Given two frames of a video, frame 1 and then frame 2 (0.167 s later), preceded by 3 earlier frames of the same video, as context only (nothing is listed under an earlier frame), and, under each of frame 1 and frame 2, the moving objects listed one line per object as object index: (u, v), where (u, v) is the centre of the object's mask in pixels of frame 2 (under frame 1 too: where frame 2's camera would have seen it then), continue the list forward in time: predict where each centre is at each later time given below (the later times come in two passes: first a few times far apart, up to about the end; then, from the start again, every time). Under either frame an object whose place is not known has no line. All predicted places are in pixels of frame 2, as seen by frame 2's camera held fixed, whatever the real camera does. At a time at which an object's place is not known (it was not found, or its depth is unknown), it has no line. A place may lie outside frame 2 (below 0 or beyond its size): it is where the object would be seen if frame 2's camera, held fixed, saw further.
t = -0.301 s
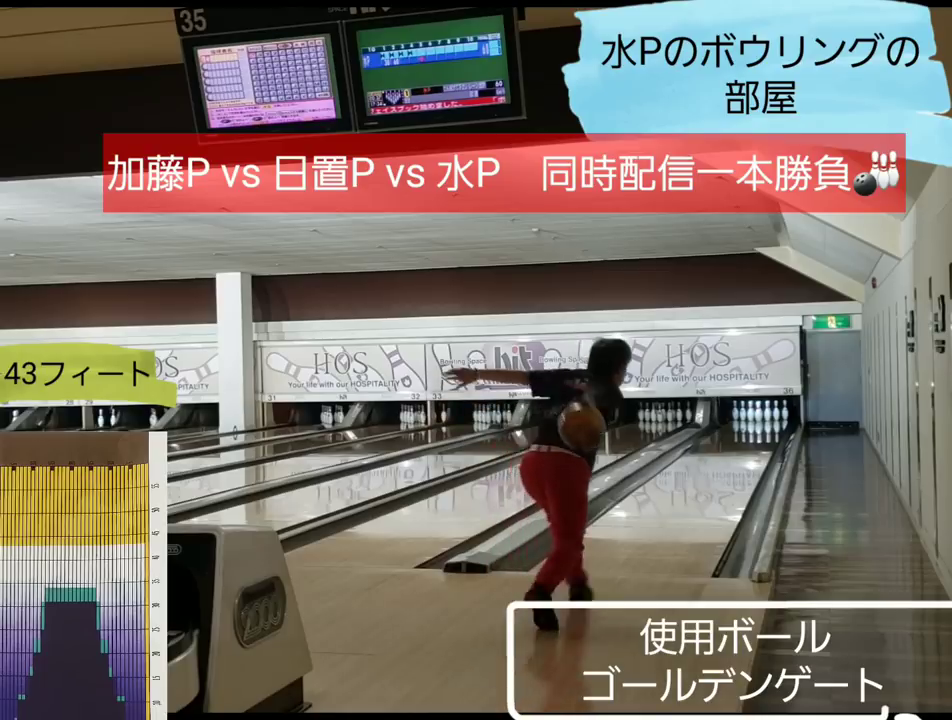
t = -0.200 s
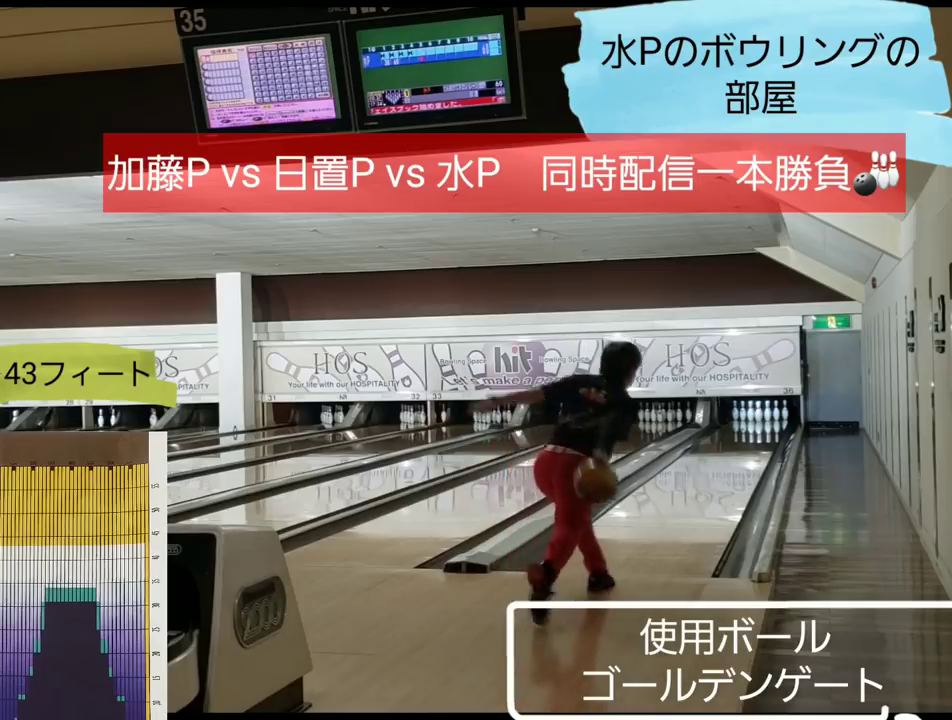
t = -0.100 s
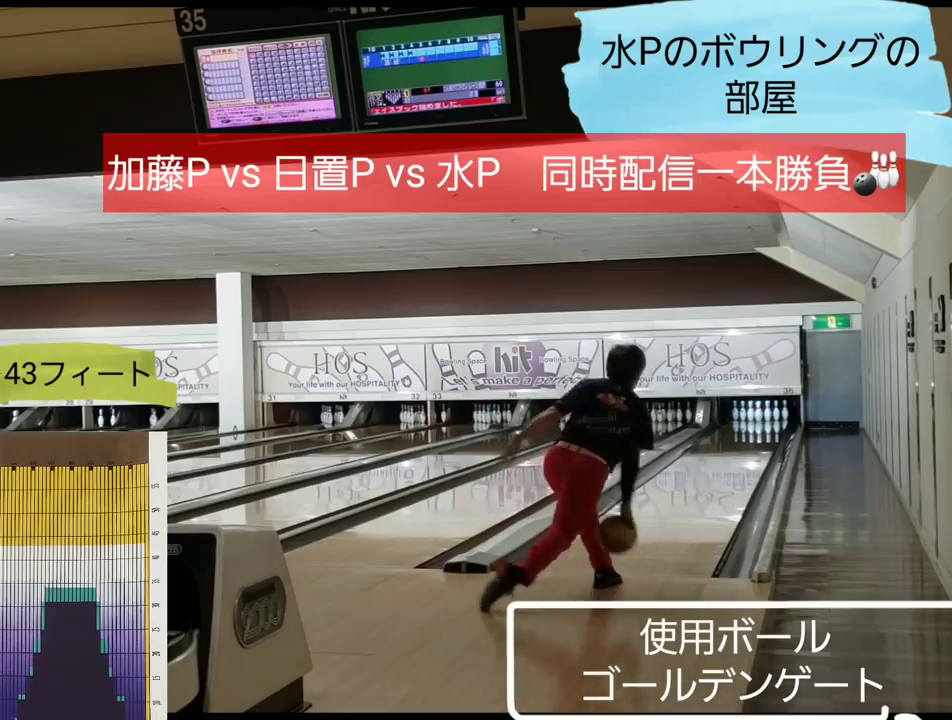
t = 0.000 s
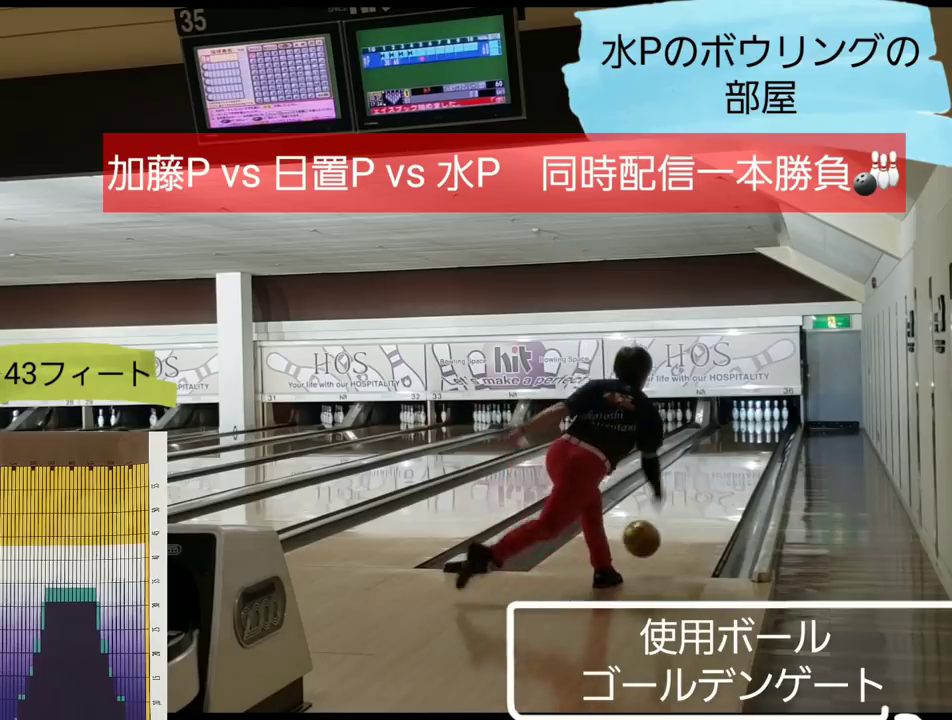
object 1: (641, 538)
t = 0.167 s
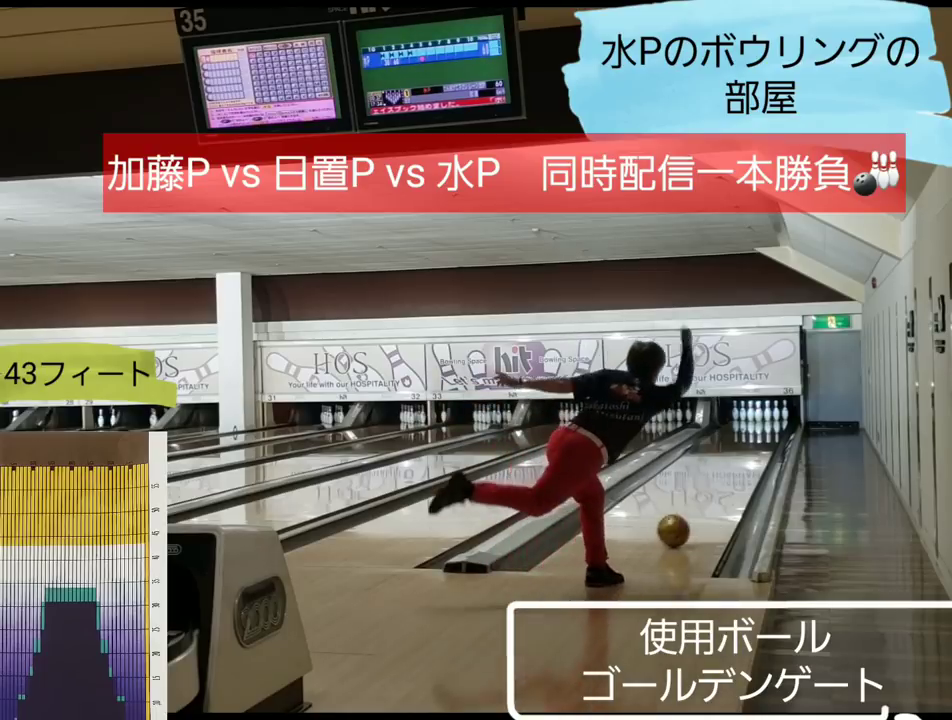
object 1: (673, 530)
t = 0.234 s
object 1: (683, 521)
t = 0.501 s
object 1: (715, 492)
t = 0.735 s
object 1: (734, 474)
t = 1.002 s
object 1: (750, 460)
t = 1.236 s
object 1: (760, 449)
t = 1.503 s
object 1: (768, 438)
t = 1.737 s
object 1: (770, 434)
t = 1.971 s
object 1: (772, 429)
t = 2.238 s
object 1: (769, 423)
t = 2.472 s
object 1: (766, 420)
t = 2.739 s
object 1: (765, 416)
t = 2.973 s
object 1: (771, 414)
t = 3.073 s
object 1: (775, 413)
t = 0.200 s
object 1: (678, 526)
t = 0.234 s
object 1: (683, 521)
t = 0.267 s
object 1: (688, 517)
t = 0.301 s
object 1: (692, 513)
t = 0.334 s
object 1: (697, 509)
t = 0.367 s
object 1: (701, 505)
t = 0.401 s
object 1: (705, 502)
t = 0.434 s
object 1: (708, 498)
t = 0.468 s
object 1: (712, 495)
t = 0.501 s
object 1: (715, 492)
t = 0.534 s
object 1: (718, 489)
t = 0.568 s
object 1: (721, 486)
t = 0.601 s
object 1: (724, 484)
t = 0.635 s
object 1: (727, 481)
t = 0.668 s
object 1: (729, 479)
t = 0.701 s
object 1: (732, 476)
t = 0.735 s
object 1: (734, 474)
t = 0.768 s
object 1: (737, 472)
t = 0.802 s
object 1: (739, 471)
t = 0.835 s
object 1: (741, 468)
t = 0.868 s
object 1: (743, 466)
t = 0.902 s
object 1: (745, 464)
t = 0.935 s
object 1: (747, 463)
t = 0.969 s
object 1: (748, 461)
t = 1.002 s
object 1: (750, 460)
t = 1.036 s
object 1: (752, 458)
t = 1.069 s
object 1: (753, 456)
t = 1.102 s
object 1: (755, 455)
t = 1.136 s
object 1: (756, 454)
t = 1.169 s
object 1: (758, 451)
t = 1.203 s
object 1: (759, 450)
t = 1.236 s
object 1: (760, 449)
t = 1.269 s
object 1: (761, 447)
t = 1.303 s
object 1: (762, 446)
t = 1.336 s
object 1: (763, 445)
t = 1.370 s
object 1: (765, 443)
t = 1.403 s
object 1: (765, 442)
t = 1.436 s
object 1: (766, 441)
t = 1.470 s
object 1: (766, 440)
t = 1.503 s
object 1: (768, 438)
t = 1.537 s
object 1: (768, 439)
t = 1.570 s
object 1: (769, 438)
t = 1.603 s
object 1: (769, 437)
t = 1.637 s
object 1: (769, 436)
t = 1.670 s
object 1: (769, 435)
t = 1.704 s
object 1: (770, 434)
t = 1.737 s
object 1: (770, 434)
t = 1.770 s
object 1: (771, 433)
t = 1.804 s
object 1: (771, 432)
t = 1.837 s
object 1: (771, 432)
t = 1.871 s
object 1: (772, 431)
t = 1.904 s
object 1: (772, 430)
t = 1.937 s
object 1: (773, 430)
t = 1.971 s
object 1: (772, 429)
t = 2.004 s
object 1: (772, 428)
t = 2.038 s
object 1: (772, 428)
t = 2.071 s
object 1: (772, 427)
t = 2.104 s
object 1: (771, 426)
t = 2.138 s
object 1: (771, 425)
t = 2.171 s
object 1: (770, 425)
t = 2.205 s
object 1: (770, 424)
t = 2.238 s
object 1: (769, 423)
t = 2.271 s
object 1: (768, 423)
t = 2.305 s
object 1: (768, 422)
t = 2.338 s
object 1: (768, 421)
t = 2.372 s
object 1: (767, 421)
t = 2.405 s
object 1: (767, 420)
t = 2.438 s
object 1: (767, 420)
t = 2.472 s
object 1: (766, 420)
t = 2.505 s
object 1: (766, 419)
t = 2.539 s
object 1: (766, 419)
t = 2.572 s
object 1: (766, 419)
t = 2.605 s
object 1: (765, 418)
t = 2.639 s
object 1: (765, 417)
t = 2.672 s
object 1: (765, 417)
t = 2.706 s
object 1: (765, 416)
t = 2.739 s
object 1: (765, 416)
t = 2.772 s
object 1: (766, 415)
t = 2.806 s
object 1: (766, 415)
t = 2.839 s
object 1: (767, 415)
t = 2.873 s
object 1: (769, 414)
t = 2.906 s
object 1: (771, 414)
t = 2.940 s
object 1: (770, 414)
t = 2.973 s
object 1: (771, 414)
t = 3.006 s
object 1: (772, 414)
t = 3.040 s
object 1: (774, 414)
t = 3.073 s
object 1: (775, 413)
